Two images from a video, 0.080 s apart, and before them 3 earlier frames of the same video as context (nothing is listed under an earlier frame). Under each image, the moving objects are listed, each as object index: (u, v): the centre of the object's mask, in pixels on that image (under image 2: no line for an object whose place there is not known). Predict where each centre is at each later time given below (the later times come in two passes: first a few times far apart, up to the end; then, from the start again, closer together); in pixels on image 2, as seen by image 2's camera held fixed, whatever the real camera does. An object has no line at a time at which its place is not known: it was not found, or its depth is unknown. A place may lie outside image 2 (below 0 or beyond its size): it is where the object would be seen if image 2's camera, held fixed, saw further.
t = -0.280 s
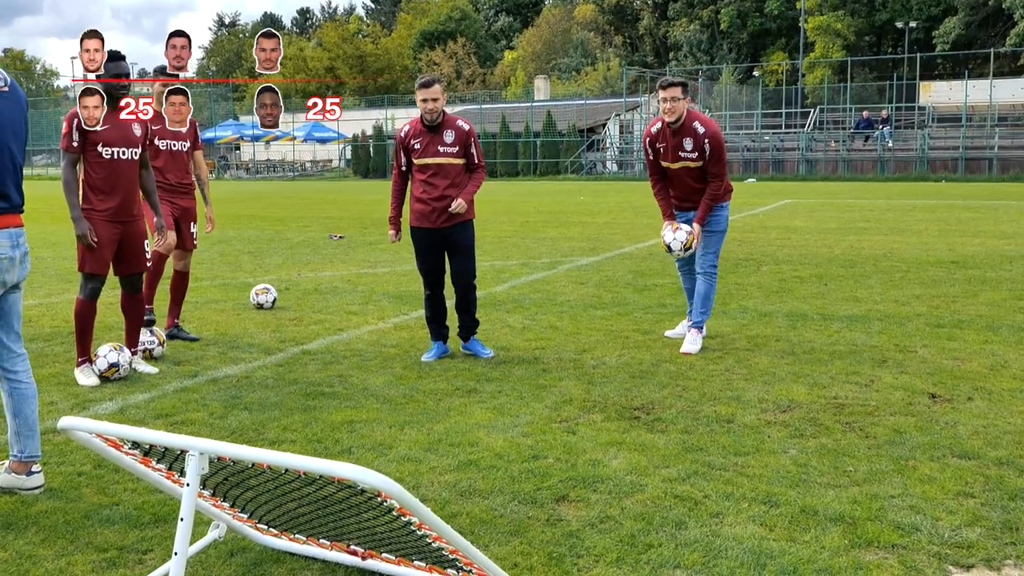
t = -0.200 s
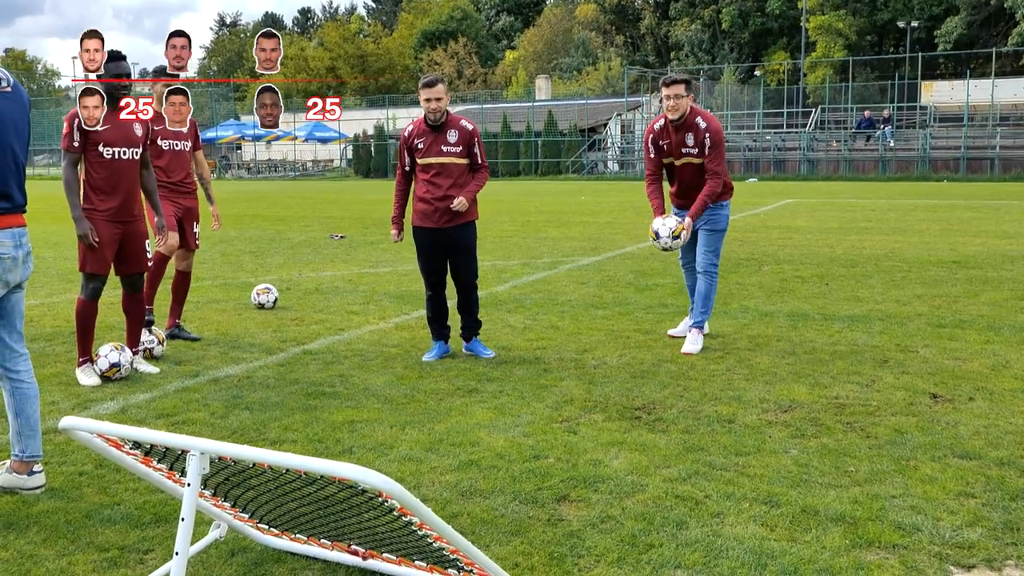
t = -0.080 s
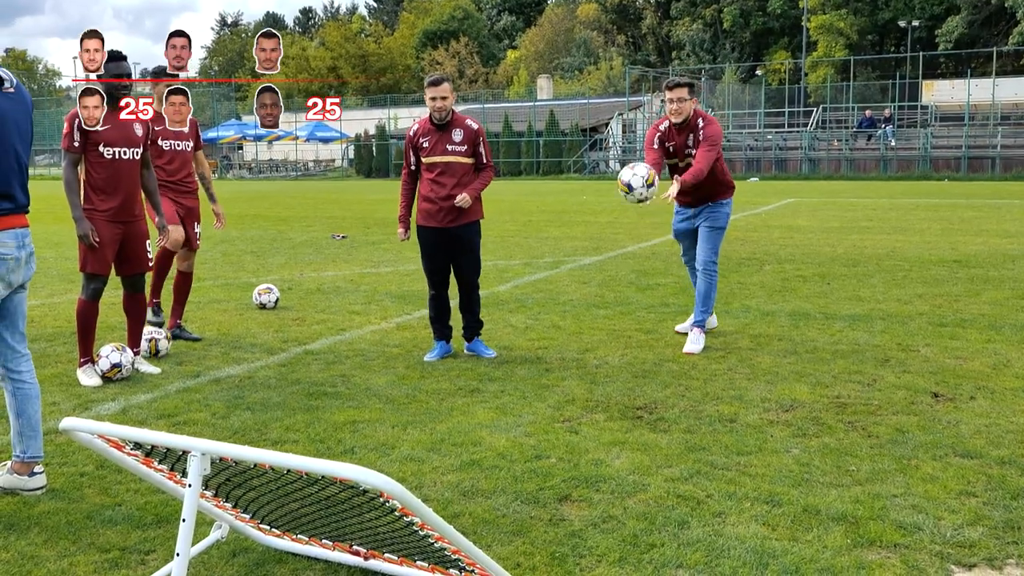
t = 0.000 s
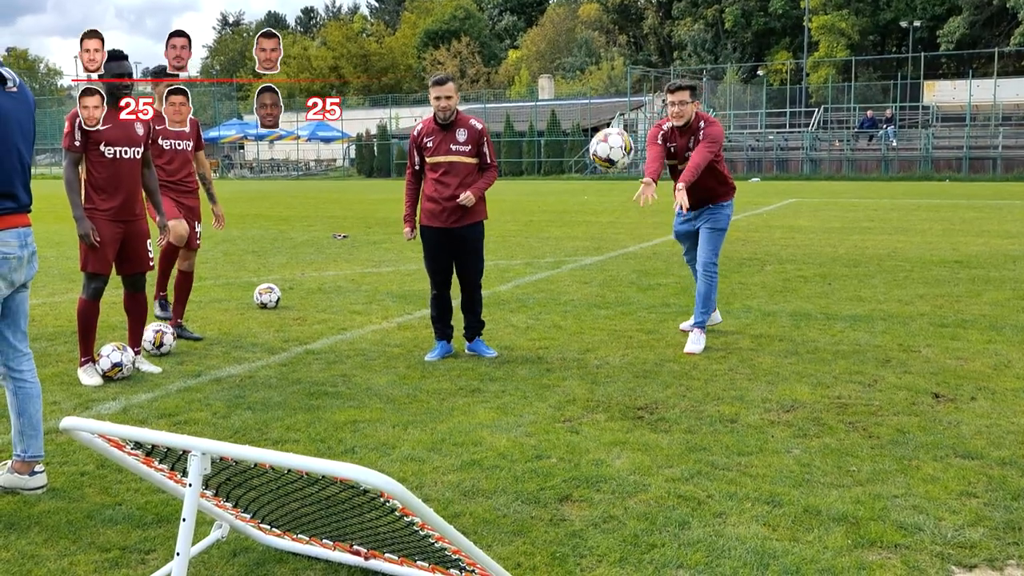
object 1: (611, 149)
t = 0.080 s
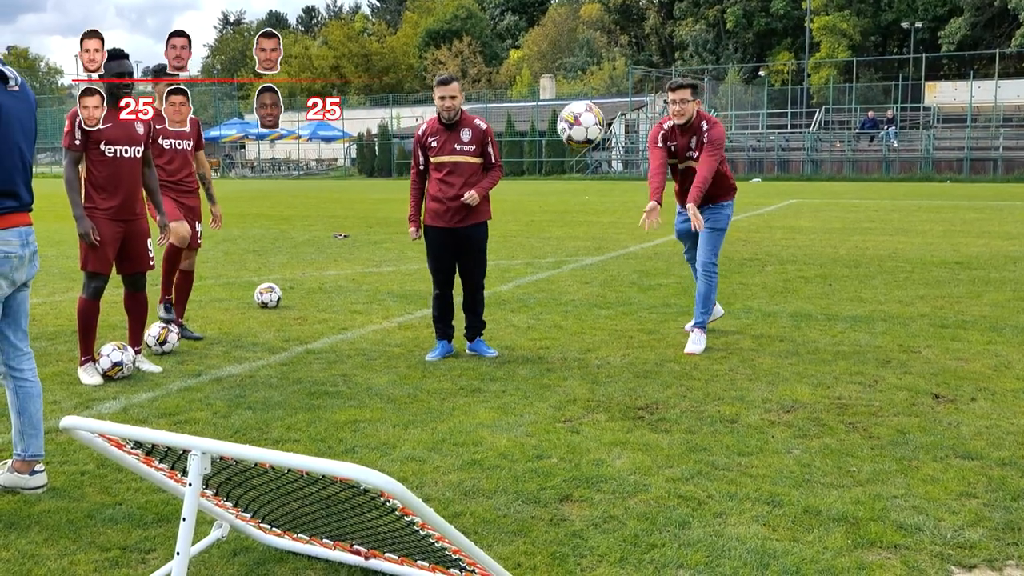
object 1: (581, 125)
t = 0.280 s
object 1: (477, 118)
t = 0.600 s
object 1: (185, 407)
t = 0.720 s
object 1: (203, 311)
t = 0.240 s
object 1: (501, 111)
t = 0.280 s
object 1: (477, 118)
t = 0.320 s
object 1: (451, 129)
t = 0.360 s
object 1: (421, 146)
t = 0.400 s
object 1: (390, 169)
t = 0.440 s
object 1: (356, 200)
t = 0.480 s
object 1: (318, 238)
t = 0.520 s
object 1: (277, 287)
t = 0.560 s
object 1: (232, 346)
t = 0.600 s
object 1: (185, 407)
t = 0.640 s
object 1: (164, 427)
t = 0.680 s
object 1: (183, 366)
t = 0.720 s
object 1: (203, 311)
